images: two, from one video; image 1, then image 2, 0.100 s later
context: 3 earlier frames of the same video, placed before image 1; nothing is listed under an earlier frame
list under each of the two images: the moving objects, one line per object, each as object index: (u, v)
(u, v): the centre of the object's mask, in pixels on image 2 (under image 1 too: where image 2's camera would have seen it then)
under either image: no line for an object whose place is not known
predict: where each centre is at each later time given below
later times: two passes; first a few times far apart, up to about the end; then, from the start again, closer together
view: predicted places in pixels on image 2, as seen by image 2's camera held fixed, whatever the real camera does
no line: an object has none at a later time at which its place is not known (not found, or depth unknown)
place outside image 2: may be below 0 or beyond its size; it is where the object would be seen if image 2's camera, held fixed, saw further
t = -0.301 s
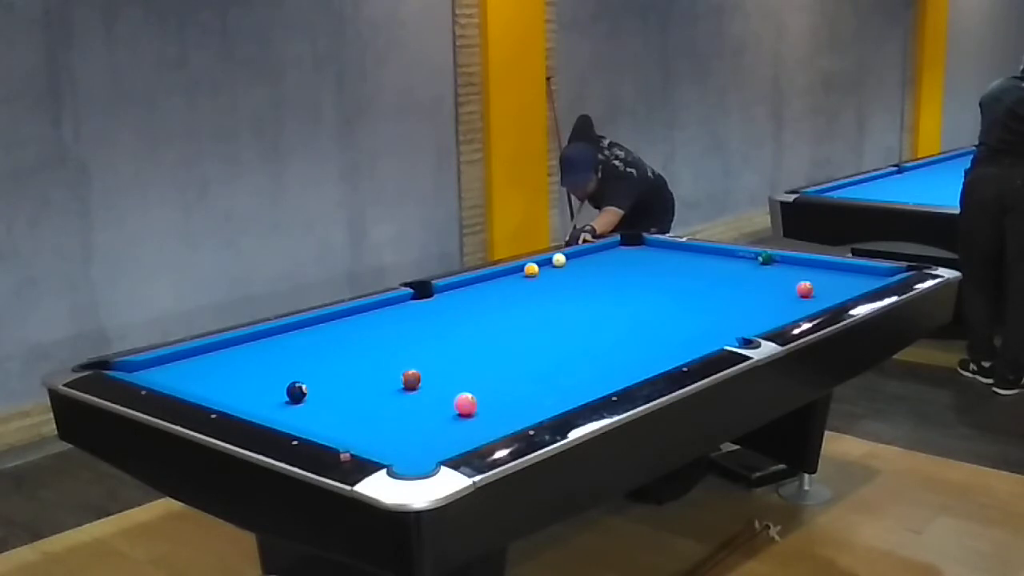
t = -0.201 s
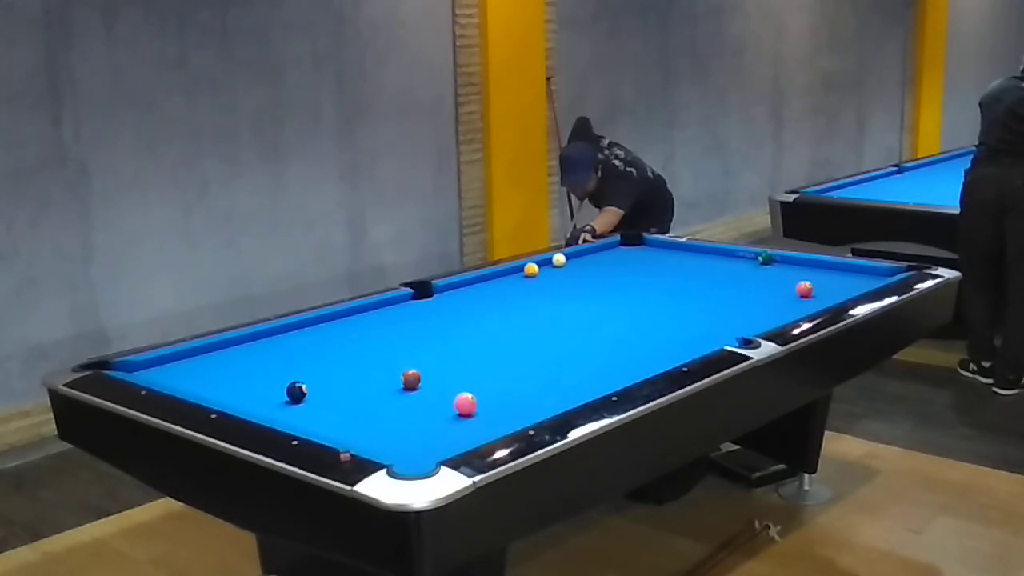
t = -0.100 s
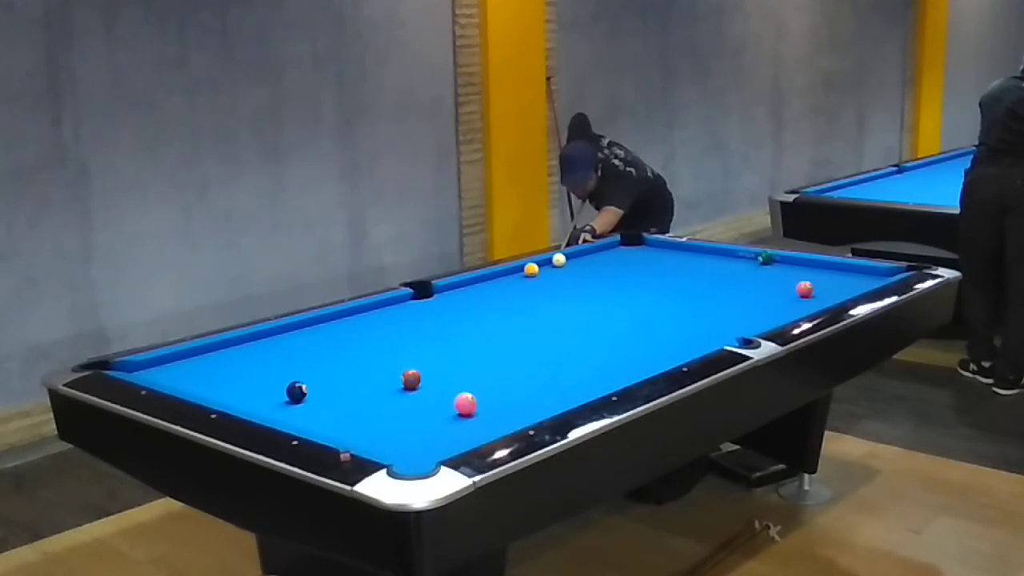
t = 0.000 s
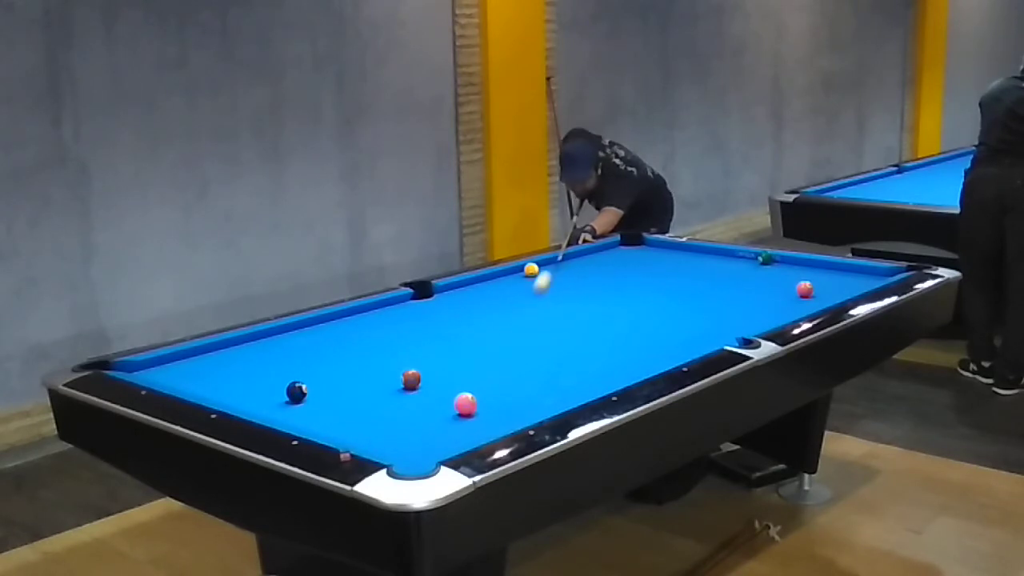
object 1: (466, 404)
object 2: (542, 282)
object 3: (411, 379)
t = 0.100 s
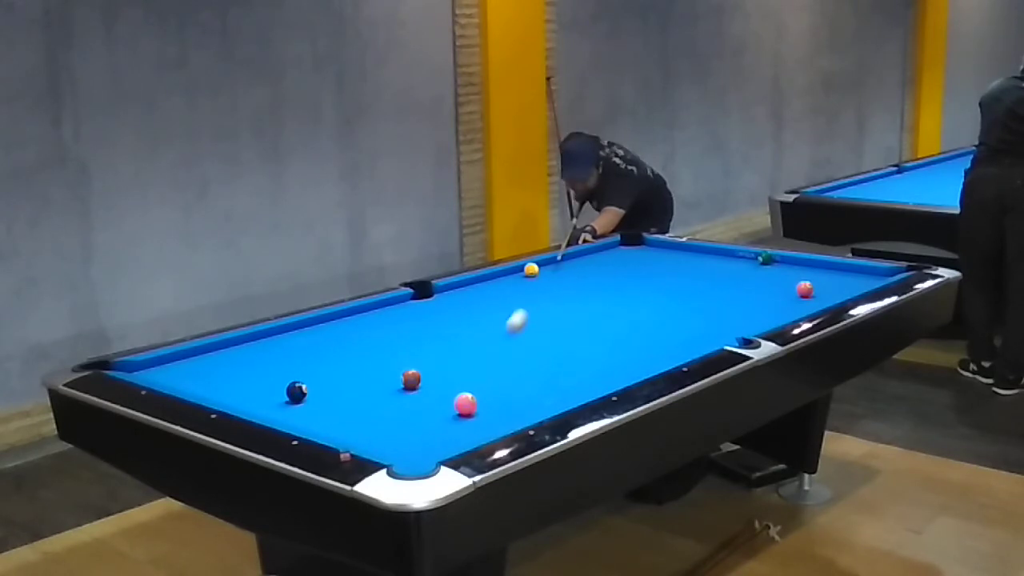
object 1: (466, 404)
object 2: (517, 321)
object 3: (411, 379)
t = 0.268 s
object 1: (464, 418)
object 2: (455, 394)
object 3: (411, 379)
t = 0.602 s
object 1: (275, 413)
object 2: (392, 383)
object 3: (412, 379)
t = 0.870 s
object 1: (237, 379)
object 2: (342, 370)
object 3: (477, 363)
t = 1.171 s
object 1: (220, 348)
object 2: (279, 375)
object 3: (539, 348)
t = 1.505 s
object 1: (333, 341)
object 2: (204, 385)
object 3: (599, 332)
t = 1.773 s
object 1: (416, 336)
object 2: (183, 379)
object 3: (643, 321)
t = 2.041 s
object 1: (496, 330)
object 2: (183, 368)
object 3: (684, 311)
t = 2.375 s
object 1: (591, 324)
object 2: (183, 355)
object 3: (730, 300)
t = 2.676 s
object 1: (673, 319)
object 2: (214, 353)
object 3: (768, 290)
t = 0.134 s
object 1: (466, 404)
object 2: (507, 335)
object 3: (411, 379)
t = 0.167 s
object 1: (466, 404)
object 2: (496, 352)
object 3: (411, 379)
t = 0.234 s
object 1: (466, 404)
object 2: (472, 385)
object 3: (411, 379)
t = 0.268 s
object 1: (464, 418)
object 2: (455, 394)
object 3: (411, 379)
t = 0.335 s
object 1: (417, 446)
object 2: (430, 400)
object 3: (411, 379)
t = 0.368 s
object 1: (376, 444)
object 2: (416, 401)
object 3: (411, 379)
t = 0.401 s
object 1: (363, 436)
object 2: (401, 403)
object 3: (411, 380)
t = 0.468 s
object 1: (357, 416)
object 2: (376, 407)
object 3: (411, 380)
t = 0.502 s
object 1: (338, 415)
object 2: (377, 402)
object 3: (411, 380)
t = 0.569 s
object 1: (294, 415)
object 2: (388, 388)
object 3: (411, 379)
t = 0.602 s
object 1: (275, 413)
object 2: (392, 383)
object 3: (412, 379)
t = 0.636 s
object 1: (267, 410)
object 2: (386, 380)
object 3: (421, 377)
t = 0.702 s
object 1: (258, 401)
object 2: (374, 376)
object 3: (440, 372)
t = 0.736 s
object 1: (254, 397)
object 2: (368, 374)
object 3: (447, 371)
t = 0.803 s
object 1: (246, 387)
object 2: (355, 371)
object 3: (462, 366)
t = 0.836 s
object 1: (241, 383)
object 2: (348, 371)
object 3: (470, 364)
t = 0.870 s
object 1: (237, 379)
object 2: (342, 370)
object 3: (477, 363)
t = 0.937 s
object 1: (230, 371)
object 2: (329, 370)
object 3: (492, 359)
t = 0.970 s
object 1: (226, 367)
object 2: (322, 370)
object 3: (499, 357)
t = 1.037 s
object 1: (219, 360)
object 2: (308, 371)
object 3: (512, 354)
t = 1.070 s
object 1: (215, 356)
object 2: (301, 372)
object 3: (519, 352)
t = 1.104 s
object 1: (212, 352)
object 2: (294, 372)
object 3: (526, 351)
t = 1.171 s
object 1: (220, 348)
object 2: (279, 375)
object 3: (539, 348)
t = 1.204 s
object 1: (233, 347)
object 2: (271, 376)
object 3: (545, 346)
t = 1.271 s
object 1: (256, 346)
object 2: (256, 378)
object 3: (558, 342)
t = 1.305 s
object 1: (267, 345)
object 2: (249, 379)
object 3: (564, 341)
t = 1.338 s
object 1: (278, 345)
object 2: (241, 380)
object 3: (570, 340)
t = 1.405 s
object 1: (301, 343)
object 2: (226, 382)
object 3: (582, 336)
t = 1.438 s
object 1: (311, 343)
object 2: (219, 383)
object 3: (588, 335)
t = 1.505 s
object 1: (333, 341)
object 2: (204, 385)
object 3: (599, 332)
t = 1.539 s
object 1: (344, 340)
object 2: (197, 385)
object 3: (605, 331)
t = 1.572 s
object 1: (355, 339)
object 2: (189, 385)
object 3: (611, 329)
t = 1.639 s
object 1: (375, 338)
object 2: (182, 384)
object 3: (622, 327)
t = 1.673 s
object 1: (385, 338)
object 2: (182, 383)
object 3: (627, 325)
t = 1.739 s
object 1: (406, 336)
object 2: (183, 381)
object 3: (638, 322)
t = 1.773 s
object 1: (416, 336)
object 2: (183, 379)
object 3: (643, 321)
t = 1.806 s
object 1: (426, 335)
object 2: (183, 378)
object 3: (649, 320)
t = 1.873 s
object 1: (447, 333)
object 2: (182, 375)
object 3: (659, 317)
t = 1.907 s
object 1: (456, 333)
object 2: (182, 374)
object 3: (664, 316)
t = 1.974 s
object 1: (476, 331)
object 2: (182, 371)
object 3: (674, 314)
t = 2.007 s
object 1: (487, 331)
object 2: (183, 370)
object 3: (679, 312)
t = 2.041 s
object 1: (496, 330)
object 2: (183, 368)
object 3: (684, 311)
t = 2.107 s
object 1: (516, 329)
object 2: (182, 366)
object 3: (693, 309)
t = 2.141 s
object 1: (525, 328)
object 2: (183, 364)
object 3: (699, 308)
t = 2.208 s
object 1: (544, 327)
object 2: (183, 362)
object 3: (708, 306)
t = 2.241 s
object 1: (554, 327)
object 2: (183, 360)
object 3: (712, 304)
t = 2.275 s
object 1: (564, 326)
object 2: (183, 359)
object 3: (717, 303)
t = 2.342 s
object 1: (582, 325)
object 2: (183, 357)
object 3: (726, 301)
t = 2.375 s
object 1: (591, 324)
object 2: (183, 355)
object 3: (730, 300)
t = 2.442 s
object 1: (609, 323)
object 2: (189, 355)
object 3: (739, 298)
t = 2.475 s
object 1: (619, 322)
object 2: (193, 354)
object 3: (744, 297)
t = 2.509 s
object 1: (628, 322)
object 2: (196, 354)
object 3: (748, 296)
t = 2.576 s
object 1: (646, 321)
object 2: (204, 354)
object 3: (756, 294)
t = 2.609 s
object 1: (655, 320)
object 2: (207, 353)
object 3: (760, 293)
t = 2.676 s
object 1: (673, 319)
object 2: (214, 353)
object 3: (768, 290)
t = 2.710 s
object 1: (682, 319)
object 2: (217, 352)
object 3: (773, 290)
